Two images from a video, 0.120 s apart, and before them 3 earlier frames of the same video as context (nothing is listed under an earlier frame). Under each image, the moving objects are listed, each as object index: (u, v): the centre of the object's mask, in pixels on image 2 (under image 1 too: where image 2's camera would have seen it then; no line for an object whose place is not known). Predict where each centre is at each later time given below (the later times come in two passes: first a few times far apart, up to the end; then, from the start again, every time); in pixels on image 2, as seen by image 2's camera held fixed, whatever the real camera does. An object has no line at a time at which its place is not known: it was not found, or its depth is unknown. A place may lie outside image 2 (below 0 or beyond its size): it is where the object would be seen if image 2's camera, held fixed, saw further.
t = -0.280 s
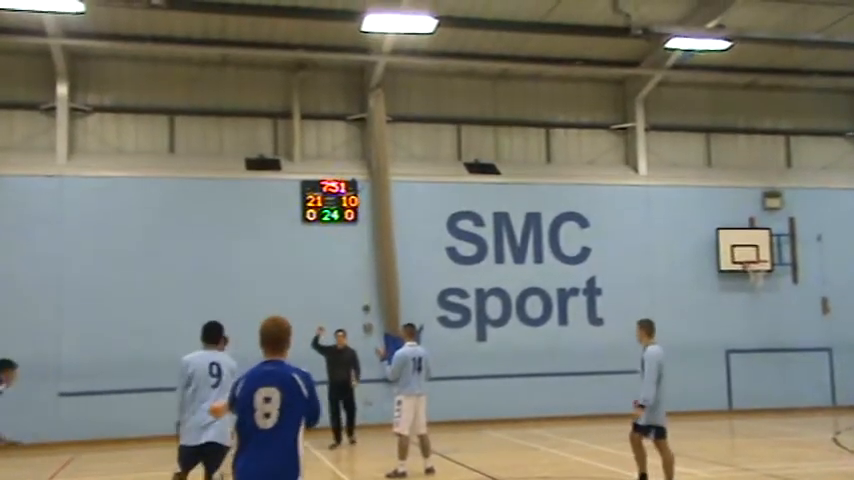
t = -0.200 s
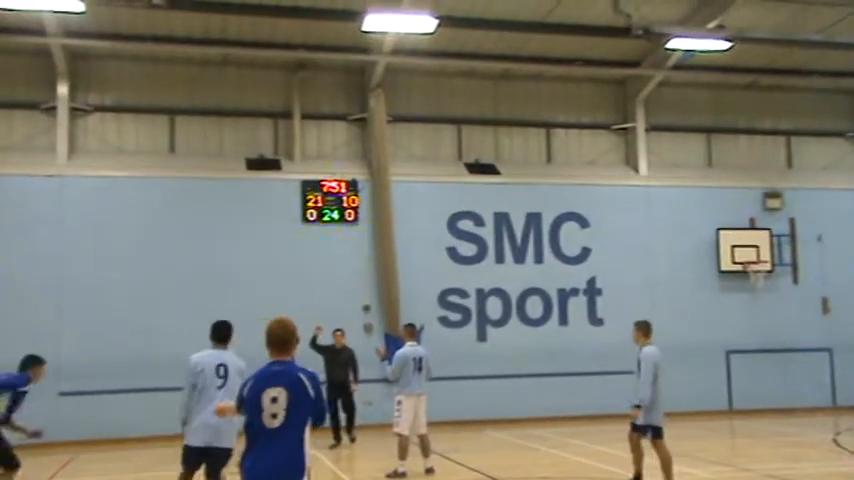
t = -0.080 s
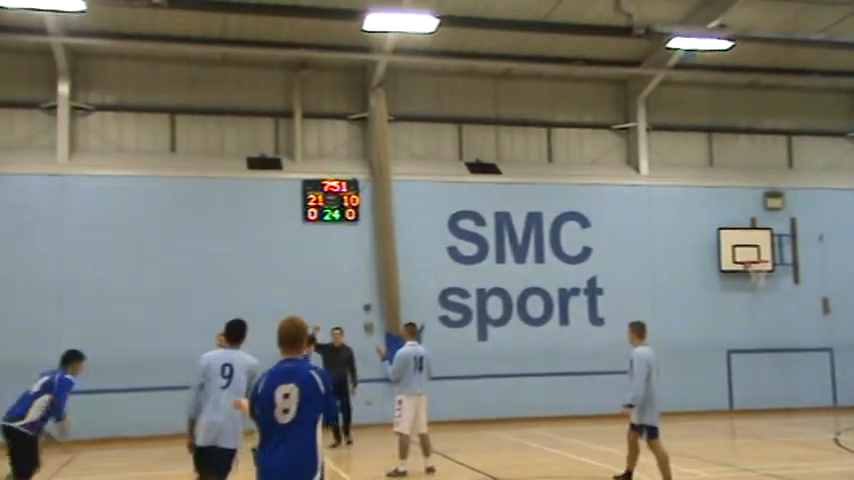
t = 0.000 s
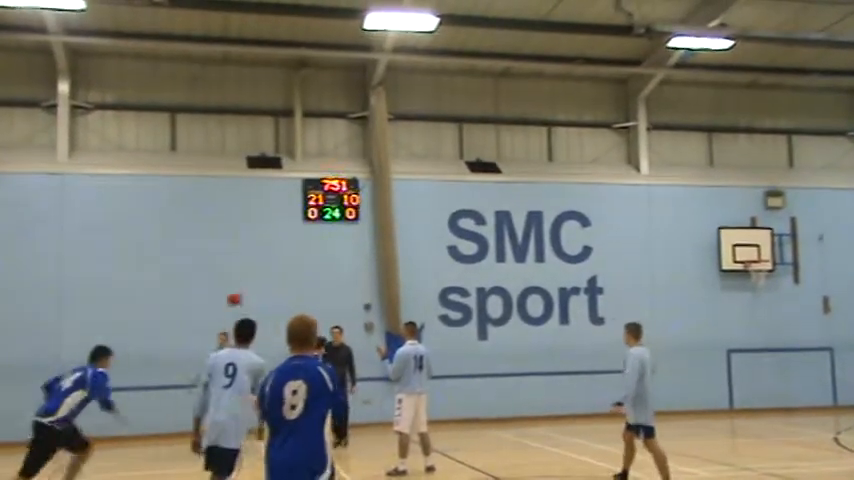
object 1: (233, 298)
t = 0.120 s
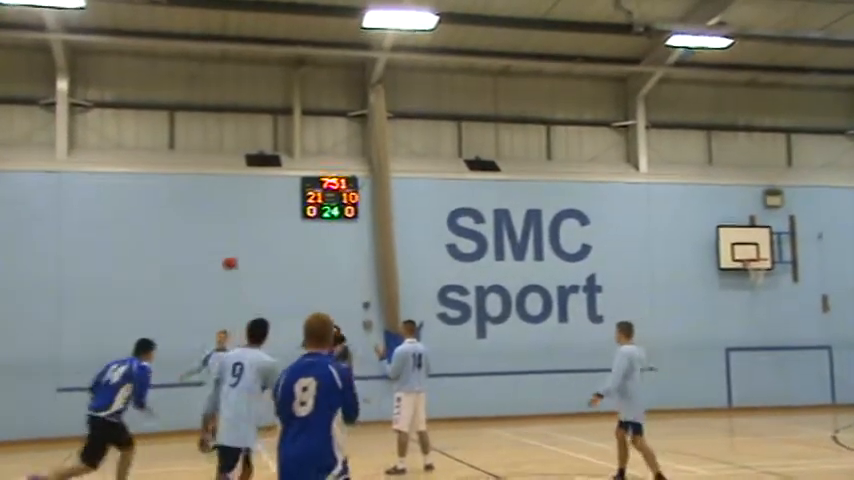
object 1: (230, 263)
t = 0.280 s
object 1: (226, 241)
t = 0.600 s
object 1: (219, 256)
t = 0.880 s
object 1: (215, 316)
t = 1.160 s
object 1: (215, 380)
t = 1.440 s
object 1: (215, 423)
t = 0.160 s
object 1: (229, 255)
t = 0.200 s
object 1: (228, 249)
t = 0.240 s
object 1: (227, 244)
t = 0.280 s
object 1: (226, 241)
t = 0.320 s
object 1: (225, 239)
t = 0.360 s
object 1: (224, 238)
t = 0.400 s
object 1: (223, 238)
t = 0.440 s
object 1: (222, 240)
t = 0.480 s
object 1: (221, 242)
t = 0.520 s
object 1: (221, 246)
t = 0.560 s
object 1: (220, 251)
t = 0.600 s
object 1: (219, 256)
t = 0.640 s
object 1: (219, 262)
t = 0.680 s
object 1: (218, 269)
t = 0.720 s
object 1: (218, 277)
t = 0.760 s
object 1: (217, 286)
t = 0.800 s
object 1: (216, 295)
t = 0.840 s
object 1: (216, 305)
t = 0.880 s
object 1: (215, 316)
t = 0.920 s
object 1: (215, 327)
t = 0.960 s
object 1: (215, 339)
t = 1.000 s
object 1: (214, 353)
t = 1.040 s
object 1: (214, 357)
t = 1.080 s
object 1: (215, 363)
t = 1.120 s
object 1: (215, 370)
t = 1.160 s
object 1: (215, 380)
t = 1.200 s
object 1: (215, 389)
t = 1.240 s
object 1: (215, 399)
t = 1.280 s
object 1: (215, 411)
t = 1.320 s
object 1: (215, 422)
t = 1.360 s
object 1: (215, 438)
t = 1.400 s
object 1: (215, 434)
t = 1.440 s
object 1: (215, 423)
